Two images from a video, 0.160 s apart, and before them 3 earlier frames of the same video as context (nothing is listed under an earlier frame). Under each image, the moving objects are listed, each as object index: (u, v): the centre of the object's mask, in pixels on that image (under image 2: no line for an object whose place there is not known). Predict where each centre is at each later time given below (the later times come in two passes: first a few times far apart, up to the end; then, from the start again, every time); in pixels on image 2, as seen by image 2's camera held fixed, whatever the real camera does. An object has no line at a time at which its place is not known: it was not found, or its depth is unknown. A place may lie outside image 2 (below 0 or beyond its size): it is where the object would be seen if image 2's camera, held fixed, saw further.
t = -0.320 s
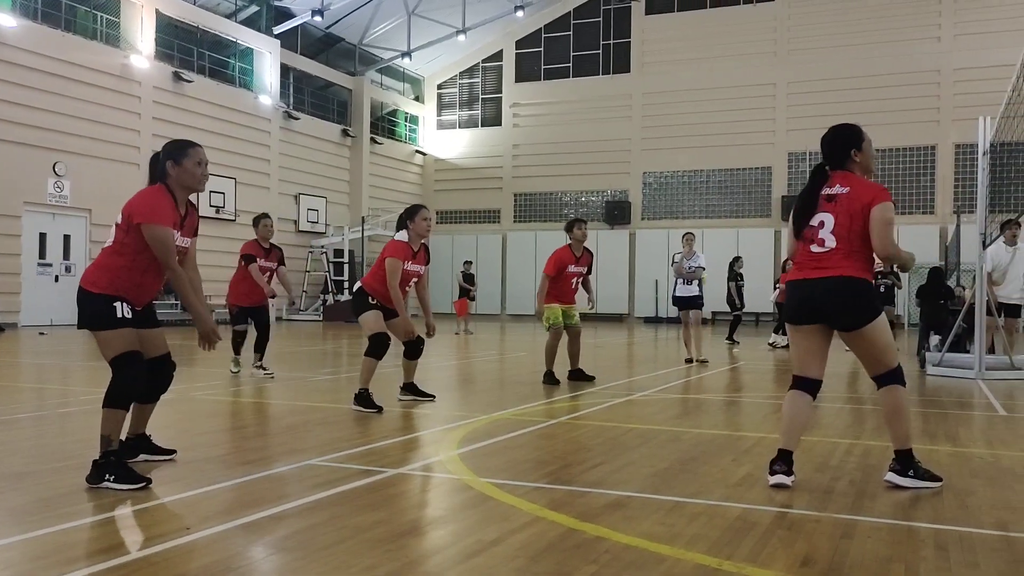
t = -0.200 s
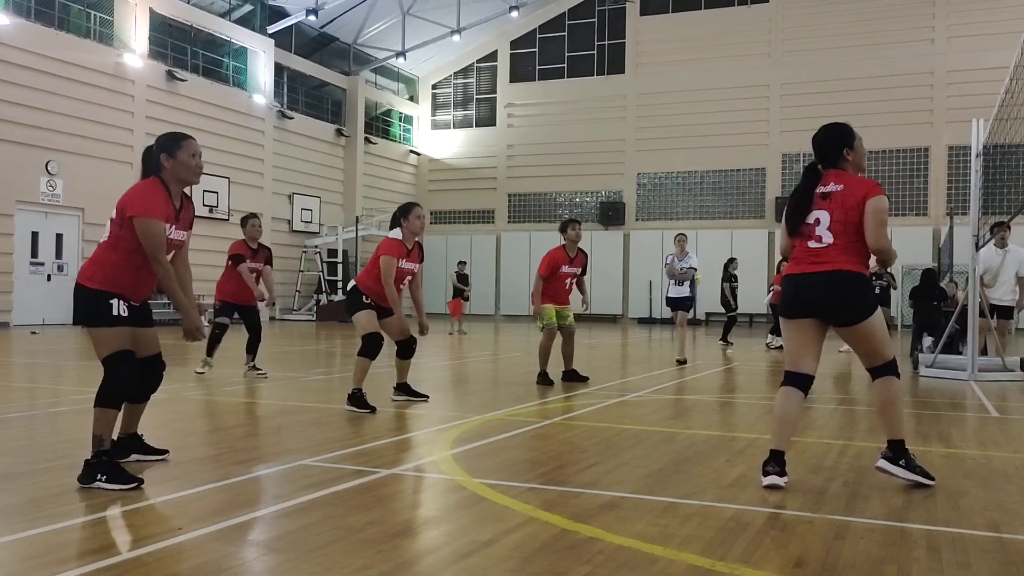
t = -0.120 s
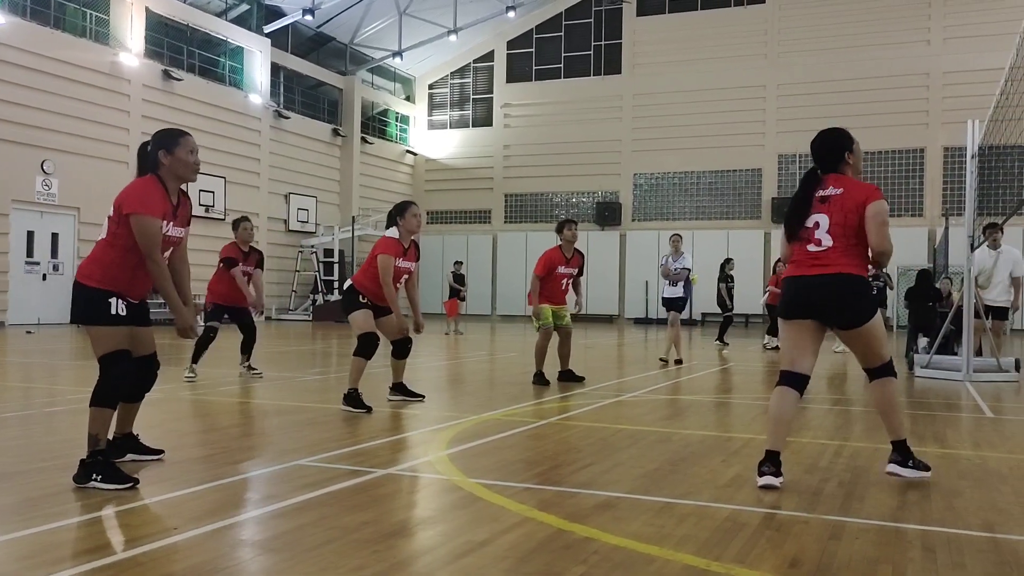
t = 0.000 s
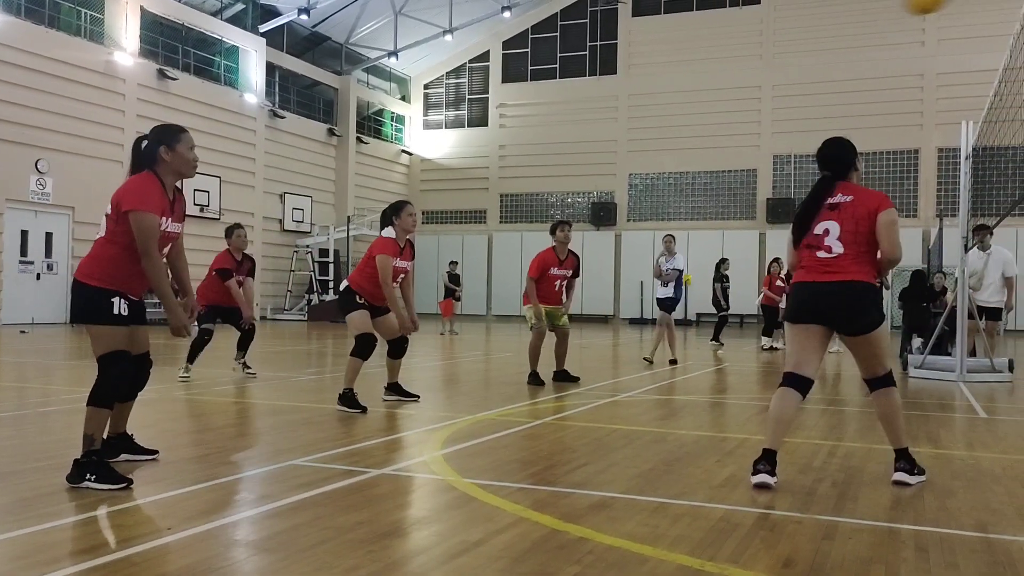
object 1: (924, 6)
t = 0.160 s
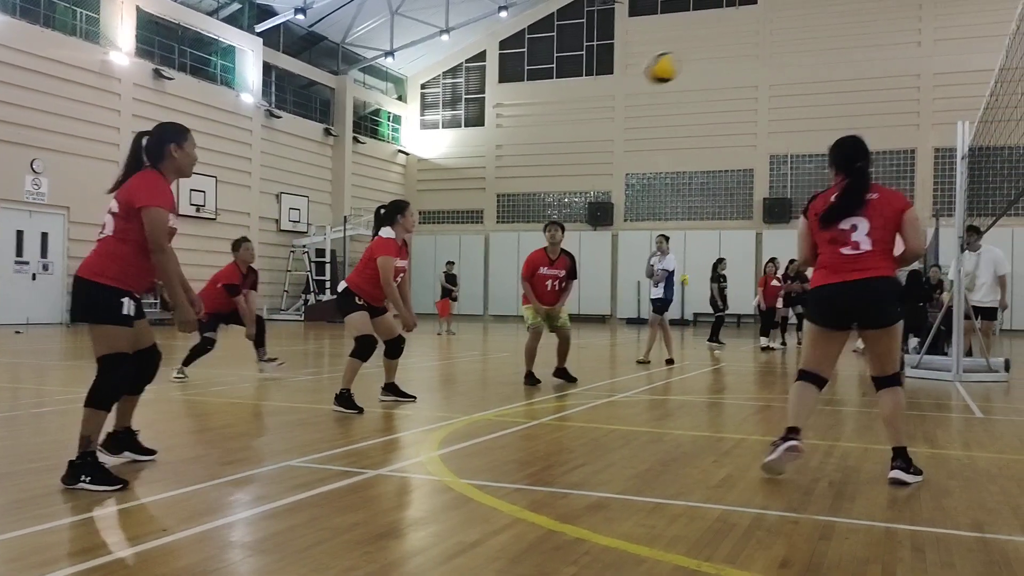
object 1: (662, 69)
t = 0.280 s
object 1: (520, 129)
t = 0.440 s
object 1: (370, 215)
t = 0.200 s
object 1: (610, 88)
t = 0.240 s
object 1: (563, 109)
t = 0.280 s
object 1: (520, 129)
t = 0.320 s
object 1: (479, 151)
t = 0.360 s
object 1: (441, 173)
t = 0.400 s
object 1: (406, 193)
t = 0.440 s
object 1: (370, 215)
